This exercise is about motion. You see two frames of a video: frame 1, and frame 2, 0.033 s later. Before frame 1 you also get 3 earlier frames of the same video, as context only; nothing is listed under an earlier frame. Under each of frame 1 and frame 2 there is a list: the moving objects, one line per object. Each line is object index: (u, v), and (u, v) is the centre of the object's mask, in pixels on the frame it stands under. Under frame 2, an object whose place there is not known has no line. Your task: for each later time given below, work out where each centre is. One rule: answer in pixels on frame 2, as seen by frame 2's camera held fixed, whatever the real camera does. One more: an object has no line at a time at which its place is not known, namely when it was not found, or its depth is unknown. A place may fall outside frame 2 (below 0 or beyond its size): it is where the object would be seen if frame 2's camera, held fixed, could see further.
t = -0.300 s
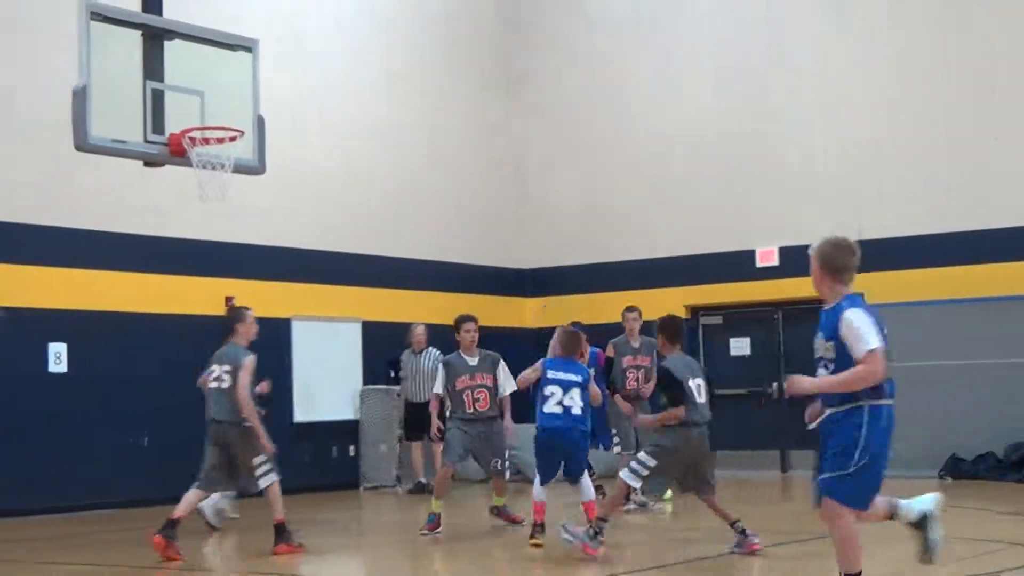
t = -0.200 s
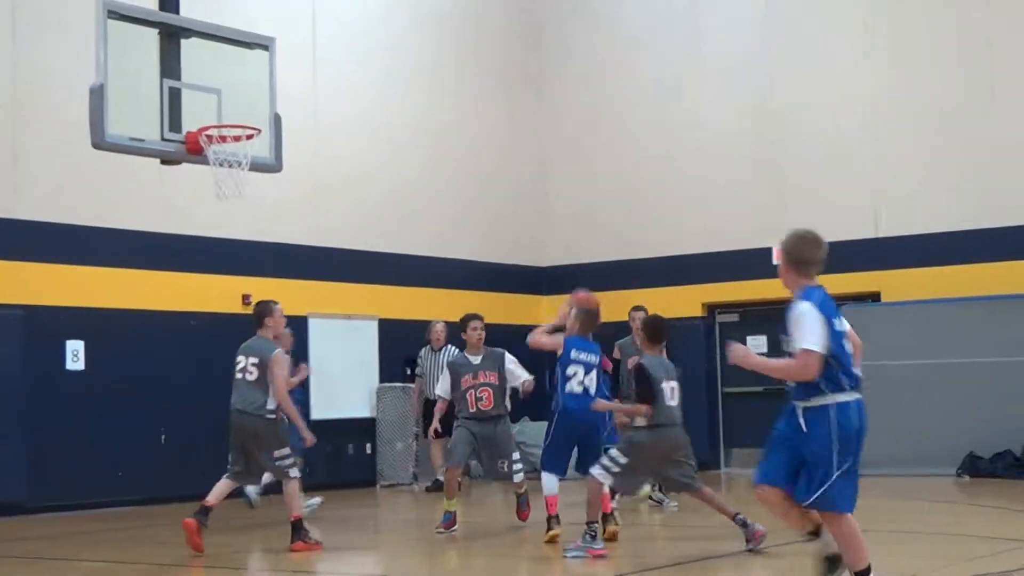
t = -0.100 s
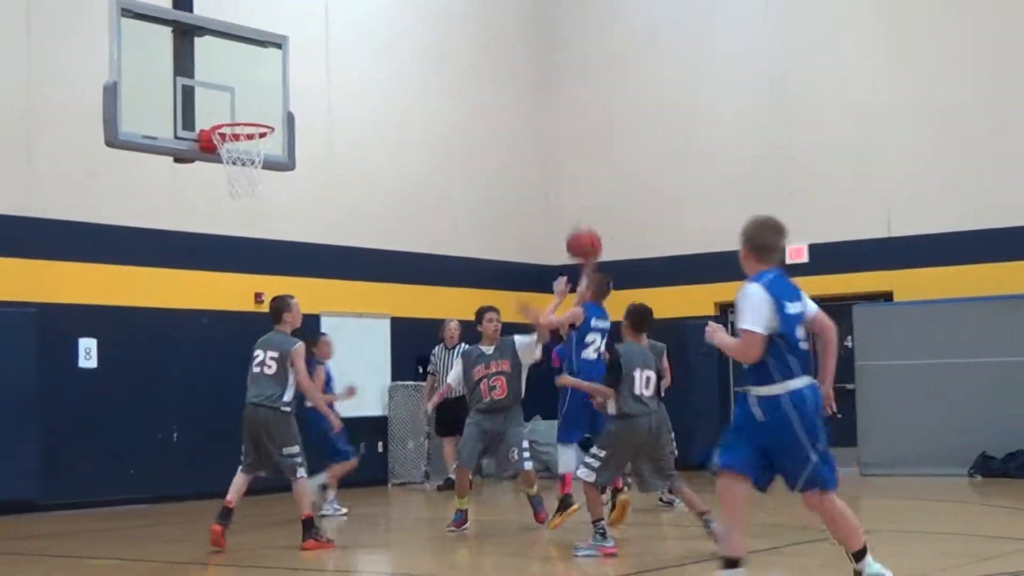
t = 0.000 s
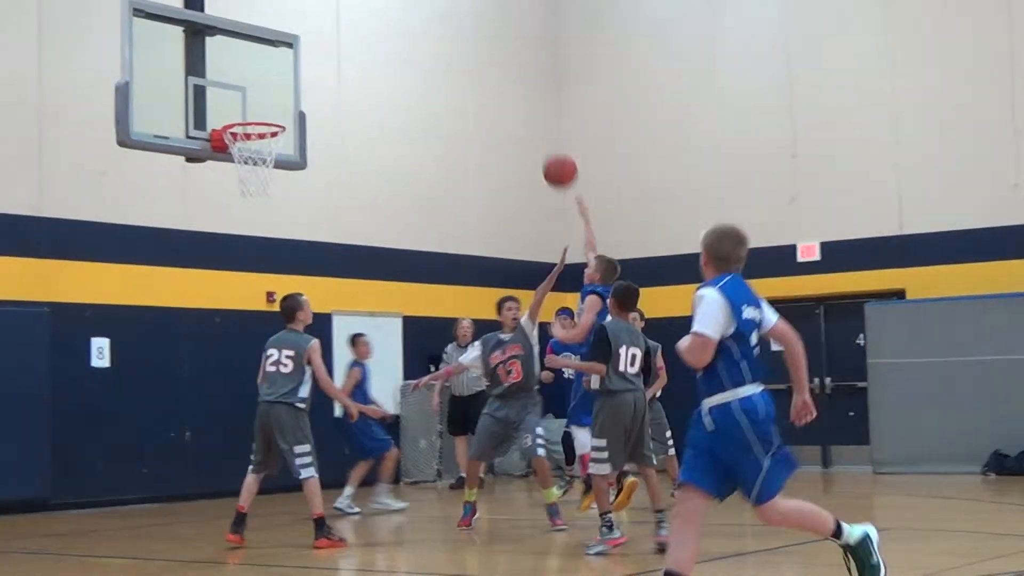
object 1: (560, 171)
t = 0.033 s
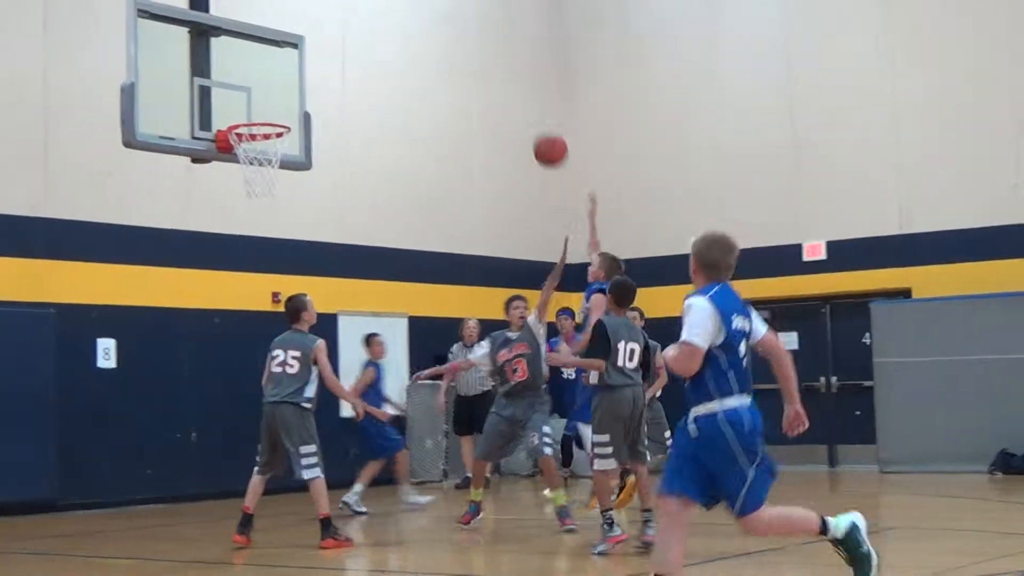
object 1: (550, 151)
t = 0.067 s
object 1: (534, 132)
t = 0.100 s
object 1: (518, 115)
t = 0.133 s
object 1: (502, 101)
